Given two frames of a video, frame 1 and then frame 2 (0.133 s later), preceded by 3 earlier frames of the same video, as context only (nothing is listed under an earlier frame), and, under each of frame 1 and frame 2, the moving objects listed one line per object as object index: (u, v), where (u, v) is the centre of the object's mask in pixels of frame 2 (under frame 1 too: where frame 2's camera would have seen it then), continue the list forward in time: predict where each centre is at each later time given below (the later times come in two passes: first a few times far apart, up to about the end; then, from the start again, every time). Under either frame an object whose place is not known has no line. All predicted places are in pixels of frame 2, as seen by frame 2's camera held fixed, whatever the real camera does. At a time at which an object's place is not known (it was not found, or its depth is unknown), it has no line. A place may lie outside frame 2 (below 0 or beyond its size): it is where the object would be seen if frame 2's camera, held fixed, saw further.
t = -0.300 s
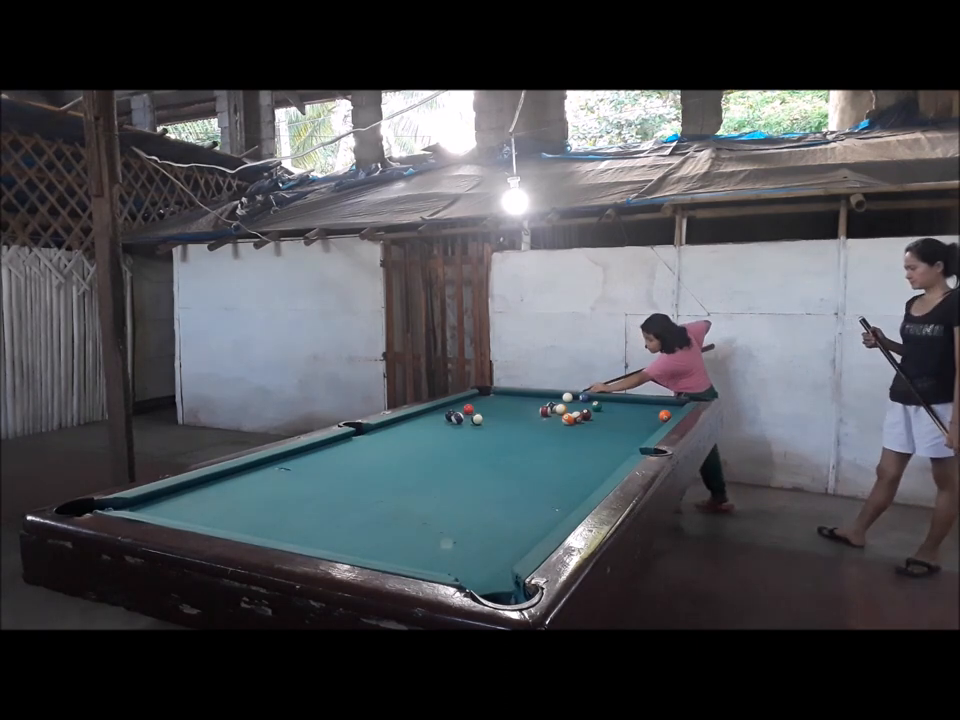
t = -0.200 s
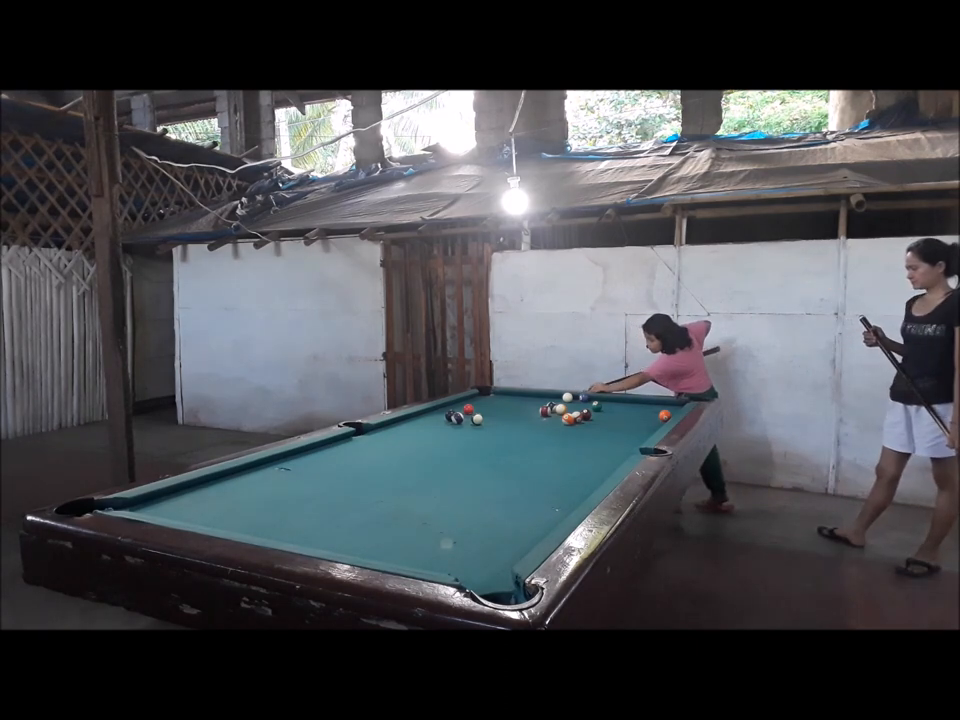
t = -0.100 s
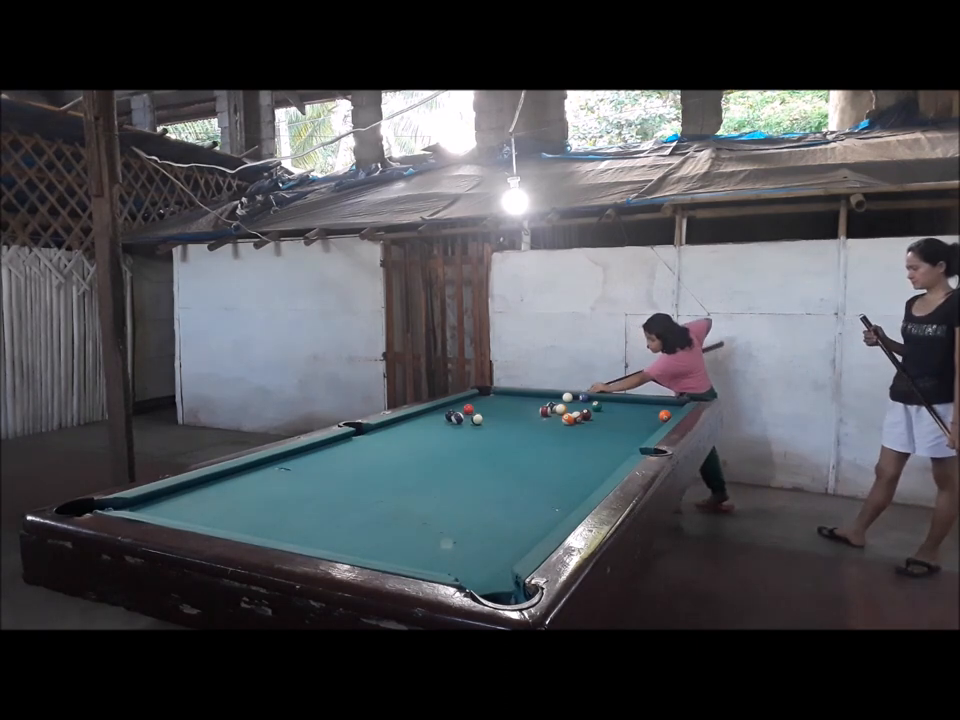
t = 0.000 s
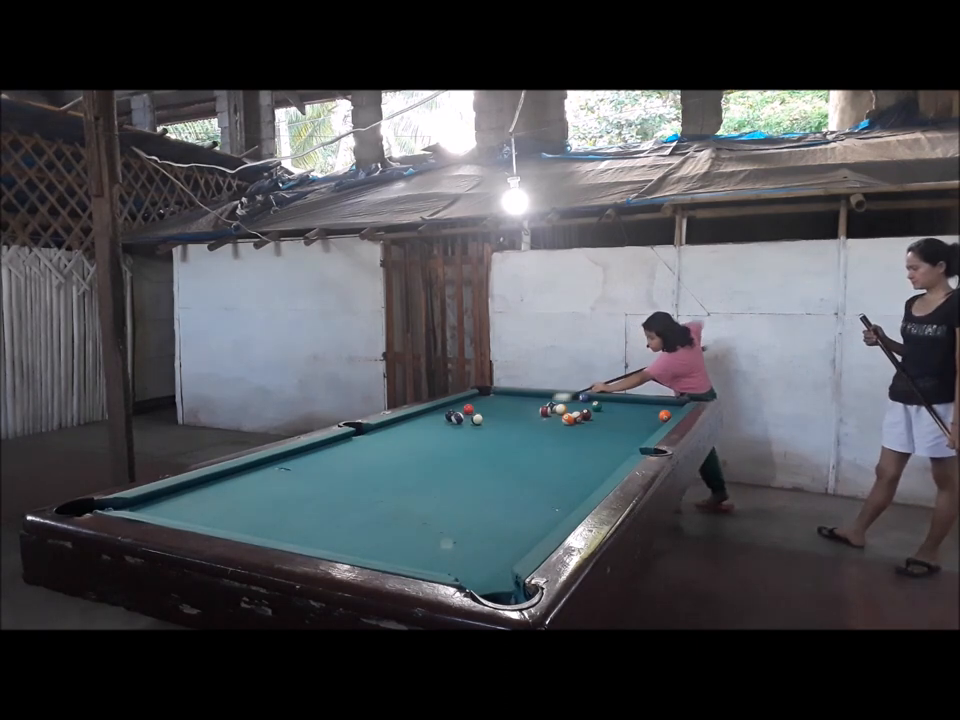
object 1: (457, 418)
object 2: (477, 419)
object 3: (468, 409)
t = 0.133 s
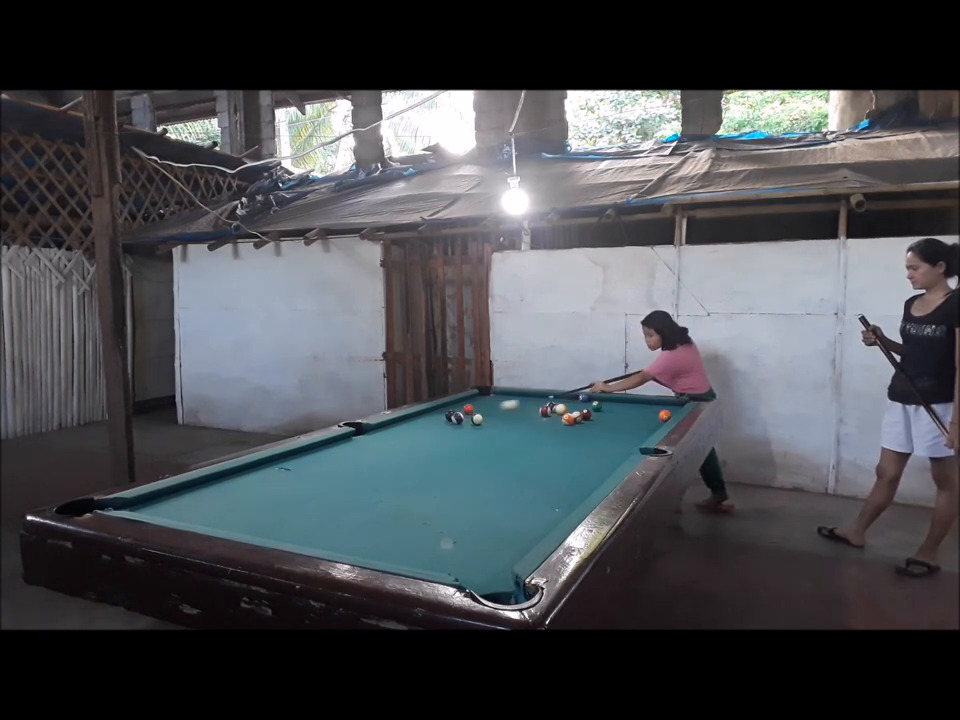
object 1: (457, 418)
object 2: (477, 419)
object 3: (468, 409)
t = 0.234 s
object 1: (457, 418)
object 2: (477, 419)
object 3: (463, 408)
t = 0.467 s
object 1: (445, 422)
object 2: (485, 422)
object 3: (442, 408)
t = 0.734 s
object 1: (426, 428)
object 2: (501, 425)
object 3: (462, 410)
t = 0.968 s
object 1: (408, 434)
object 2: (516, 430)
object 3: (479, 413)
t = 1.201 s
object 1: (389, 440)
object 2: (531, 434)
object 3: (495, 416)
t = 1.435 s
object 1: (372, 447)
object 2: (544, 438)
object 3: (511, 418)
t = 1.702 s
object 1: (351, 453)
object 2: (563, 443)
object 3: (529, 421)
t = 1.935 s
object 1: (331, 461)
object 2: (577, 447)
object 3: (544, 424)
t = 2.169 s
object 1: (311, 467)
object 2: (593, 451)
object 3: (559, 427)
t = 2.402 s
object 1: (292, 474)
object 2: (607, 456)
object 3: (573, 429)
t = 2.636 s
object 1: (271, 481)
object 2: (619, 459)
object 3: (586, 432)
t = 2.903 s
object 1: (250, 490)
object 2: (607, 462)
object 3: (601, 435)
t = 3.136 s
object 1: (232, 498)
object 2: (599, 462)
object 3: (612, 438)
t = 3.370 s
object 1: (217, 505)
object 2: (590, 464)
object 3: (623, 441)
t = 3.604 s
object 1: (200, 514)
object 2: (583, 466)
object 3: (634, 443)
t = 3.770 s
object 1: (190, 517)
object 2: (579, 466)
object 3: (635, 443)
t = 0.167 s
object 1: (457, 418)
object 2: (477, 419)
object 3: (468, 409)
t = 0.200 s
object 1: (457, 418)
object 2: (477, 419)
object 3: (468, 409)
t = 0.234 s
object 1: (457, 418)
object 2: (477, 419)
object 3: (463, 408)
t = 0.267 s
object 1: (457, 418)
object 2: (477, 419)
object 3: (456, 407)
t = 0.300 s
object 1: (457, 418)
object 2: (477, 419)
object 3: (450, 407)
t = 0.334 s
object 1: (456, 419)
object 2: (477, 419)
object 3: (445, 407)
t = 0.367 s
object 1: (453, 420)
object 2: (477, 419)
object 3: (440, 407)
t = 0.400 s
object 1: (450, 420)
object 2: (480, 420)
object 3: (437, 407)
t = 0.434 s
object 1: (448, 421)
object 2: (482, 420)
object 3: (440, 408)
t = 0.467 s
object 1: (445, 422)
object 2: (485, 422)
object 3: (442, 408)
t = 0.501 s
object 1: (443, 423)
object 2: (486, 422)
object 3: (445, 408)
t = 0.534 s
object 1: (440, 423)
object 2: (489, 422)
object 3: (447, 409)
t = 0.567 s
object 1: (438, 424)
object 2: (491, 423)
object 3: (450, 409)
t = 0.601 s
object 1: (435, 425)
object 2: (493, 423)
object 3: (453, 409)
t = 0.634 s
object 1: (433, 427)
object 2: (494, 424)
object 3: (455, 410)
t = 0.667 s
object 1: (432, 426)
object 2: (496, 424)
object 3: (457, 410)
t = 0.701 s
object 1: (429, 427)
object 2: (499, 425)
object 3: (460, 410)
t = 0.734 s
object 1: (426, 428)
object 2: (501, 425)
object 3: (462, 410)
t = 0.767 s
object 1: (423, 429)
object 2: (503, 426)
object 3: (464, 410)
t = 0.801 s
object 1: (421, 430)
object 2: (506, 427)
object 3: (467, 410)
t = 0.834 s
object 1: (418, 431)
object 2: (508, 428)
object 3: (470, 411)
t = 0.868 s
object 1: (415, 431)
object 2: (510, 428)
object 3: (472, 412)
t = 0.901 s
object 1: (413, 432)
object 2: (513, 428)
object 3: (474, 413)
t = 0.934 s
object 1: (410, 434)
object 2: (515, 429)
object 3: (477, 413)
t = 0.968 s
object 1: (408, 434)
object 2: (516, 430)
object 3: (479, 413)
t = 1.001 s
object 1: (406, 433)
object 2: (518, 430)
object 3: (481, 413)
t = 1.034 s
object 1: (404, 435)
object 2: (520, 431)
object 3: (484, 414)
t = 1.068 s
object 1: (401, 436)
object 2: (522, 431)
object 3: (486, 414)
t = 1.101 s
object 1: (398, 437)
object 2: (525, 432)
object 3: (489, 414)
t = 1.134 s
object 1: (395, 438)
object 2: (527, 432)
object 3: (491, 415)
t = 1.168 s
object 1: (392, 438)
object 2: (529, 433)
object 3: (493, 415)
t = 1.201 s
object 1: (389, 440)
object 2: (531, 434)
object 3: (495, 416)
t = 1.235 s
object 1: (388, 441)
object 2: (533, 435)
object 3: (498, 416)
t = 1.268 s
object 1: (385, 442)
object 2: (535, 435)
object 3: (500, 416)
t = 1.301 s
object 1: (382, 442)
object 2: (537, 436)
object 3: (502, 417)
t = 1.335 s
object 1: (380, 444)
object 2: (540, 436)
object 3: (505, 417)
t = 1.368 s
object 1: (378, 444)
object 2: (541, 437)
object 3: (507, 417)
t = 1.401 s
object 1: (375, 445)
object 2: (543, 438)
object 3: (509, 418)
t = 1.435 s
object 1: (372, 447)
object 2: (544, 438)
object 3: (511, 418)
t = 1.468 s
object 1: (369, 447)
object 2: (547, 438)
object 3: (514, 418)
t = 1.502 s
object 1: (366, 448)
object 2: (550, 439)
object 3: (516, 419)
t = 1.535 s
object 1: (364, 449)
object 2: (552, 439)
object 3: (518, 419)
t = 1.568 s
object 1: (361, 450)
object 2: (554, 441)
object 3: (520, 420)
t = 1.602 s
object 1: (359, 451)
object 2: (557, 441)
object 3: (522, 420)
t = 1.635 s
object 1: (357, 451)
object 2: (559, 442)
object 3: (525, 421)
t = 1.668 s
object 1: (354, 452)
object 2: (560, 442)
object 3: (527, 421)
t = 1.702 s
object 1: (351, 453)
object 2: (563, 443)
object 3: (529, 421)
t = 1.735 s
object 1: (348, 455)
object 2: (565, 443)
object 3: (531, 422)
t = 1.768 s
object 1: (345, 456)
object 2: (567, 444)
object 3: (534, 422)
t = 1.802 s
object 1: (342, 457)
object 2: (569, 445)
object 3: (536, 422)
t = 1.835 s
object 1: (339, 457)
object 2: (571, 446)
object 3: (538, 423)
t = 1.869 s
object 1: (336, 458)
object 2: (573, 446)
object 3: (540, 423)
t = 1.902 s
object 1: (333, 459)
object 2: (576, 447)
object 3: (542, 423)
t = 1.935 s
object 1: (331, 461)
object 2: (577, 447)
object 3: (544, 424)
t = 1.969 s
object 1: (329, 461)
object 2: (580, 448)
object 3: (546, 424)
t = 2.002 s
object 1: (326, 462)
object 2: (582, 448)
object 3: (549, 425)
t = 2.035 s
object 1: (323, 463)
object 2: (584, 449)
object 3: (550, 425)
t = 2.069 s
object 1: (320, 464)
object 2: (587, 450)
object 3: (552, 426)
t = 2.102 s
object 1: (317, 465)
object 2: (589, 451)
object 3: (555, 426)
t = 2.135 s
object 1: (314, 466)
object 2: (591, 451)
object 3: (557, 426)
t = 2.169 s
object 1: (311, 467)
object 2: (593, 451)
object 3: (559, 427)
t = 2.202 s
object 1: (308, 468)
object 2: (595, 452)
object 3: (561, 427)
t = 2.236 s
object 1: (305, 469)
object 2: (597, 452)
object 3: (563, 427)
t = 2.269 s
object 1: (302, 470)
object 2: (599, 453)
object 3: (565, 428)
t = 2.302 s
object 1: (299, 471)
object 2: (601, 454)
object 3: (567, 428)
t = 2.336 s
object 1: (296, 473)
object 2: (603, 455)
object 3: (569, 429)
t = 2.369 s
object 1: (295, 473)
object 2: (604, 455)
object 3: (571, 429)
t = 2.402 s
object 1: (292, 474)
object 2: (607, 456)
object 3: (573, 429)
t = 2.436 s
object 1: (288, 475)
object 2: (609, 456)
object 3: (575, 430)
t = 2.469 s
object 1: (285, 476)
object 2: (611, 457)
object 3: (577, 430)
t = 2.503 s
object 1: (282, 477)
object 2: (613, 458)
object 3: (579, 430)
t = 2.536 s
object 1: (280, 478)
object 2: (615, 458)
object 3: (581, 431)
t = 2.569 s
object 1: (277, 479)
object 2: (617, 459)
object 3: (582, 431)
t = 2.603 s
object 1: (274, 480)
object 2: (618, 459)
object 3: (584, 431)
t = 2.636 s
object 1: (271, 481)
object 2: (619, 459)
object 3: (586, 432)
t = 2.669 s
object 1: (267, 482)
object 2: (617, 459)
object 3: (588, 432)
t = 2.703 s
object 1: (265, 483)
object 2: (616, 460)
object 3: (590, 433)
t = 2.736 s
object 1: (262, 485)
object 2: (614, 460)
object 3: (592, 433)
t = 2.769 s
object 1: (260, 486)
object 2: (613, 461)
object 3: (593, 433)
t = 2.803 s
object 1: (258, 487)
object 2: (611, 461)
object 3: (595, 434)
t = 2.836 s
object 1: (256, 488)
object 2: (610, 461)
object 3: (597, 434)
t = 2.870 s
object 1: (253, 489)
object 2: (608, 462)
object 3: (599, 435)
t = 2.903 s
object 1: (250, 490)
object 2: (607, 462)
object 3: (601, 435)
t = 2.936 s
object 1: (248, 491)
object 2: (607, 462)
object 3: (602, 435)
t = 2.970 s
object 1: (245, 492)
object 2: (605, 462)
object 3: (605, 436)
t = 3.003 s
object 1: (242, 493)
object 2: (604, 462)
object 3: (606, 436)
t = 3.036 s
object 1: (240, 495)
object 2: (603, 461)
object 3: (608, 437)
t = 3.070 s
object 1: (237, 496)
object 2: (601, 462)
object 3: (609, 437)
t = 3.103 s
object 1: (235, 497)
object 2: (600, 462)
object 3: (611, 437)
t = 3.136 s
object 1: (232, 498)
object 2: (599, 462)
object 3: (612, 438)
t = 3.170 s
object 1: (229, 499)
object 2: (597, 463)
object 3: (614, 438)
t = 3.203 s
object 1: (227, 500)
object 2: (596, 463)
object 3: (615, 438)
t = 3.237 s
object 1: (225, 501)
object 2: (595, 463)
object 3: (617, 439)
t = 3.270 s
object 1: (222, 503)
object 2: (594, 464)
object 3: (619, 439)
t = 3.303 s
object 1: (222, 504)
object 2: (592, 464)
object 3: (620, 440)
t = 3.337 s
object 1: (219, 504)
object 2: (591, 464)
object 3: (622, 440)
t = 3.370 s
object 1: (217, 505)
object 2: (590, 464)
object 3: (623, 441)
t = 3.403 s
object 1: (214, 507)
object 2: (589, 464)
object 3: (625, 441)
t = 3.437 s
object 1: (212, 508)
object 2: (588, 465)
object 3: (626, 441)
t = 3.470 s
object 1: (209, 509)
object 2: (587, 465)
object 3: (628, 442)
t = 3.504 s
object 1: (207, 511)
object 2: (586, 465)
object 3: (630, 442)
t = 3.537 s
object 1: (204, 512)
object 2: (585, 465)
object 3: (631, 442)
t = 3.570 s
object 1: (202, 513)
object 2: (584, 466)
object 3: (633, 442)
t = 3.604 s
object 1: (200, 514)
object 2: (583, 466)
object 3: (634, 443)
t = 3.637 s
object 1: (198, 515)
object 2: (582, 466)
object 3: (635, 443)
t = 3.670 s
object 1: (195, 514)
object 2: (582, 465)
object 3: (636, 443)
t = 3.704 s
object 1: (193, 515)
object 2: (581, 465)
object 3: (636, 443)
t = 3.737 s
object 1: (191, 516)
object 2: (580, 466)
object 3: (635, 443)
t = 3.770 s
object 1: (190, 517)
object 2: (579, 466)
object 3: (635, 443)
